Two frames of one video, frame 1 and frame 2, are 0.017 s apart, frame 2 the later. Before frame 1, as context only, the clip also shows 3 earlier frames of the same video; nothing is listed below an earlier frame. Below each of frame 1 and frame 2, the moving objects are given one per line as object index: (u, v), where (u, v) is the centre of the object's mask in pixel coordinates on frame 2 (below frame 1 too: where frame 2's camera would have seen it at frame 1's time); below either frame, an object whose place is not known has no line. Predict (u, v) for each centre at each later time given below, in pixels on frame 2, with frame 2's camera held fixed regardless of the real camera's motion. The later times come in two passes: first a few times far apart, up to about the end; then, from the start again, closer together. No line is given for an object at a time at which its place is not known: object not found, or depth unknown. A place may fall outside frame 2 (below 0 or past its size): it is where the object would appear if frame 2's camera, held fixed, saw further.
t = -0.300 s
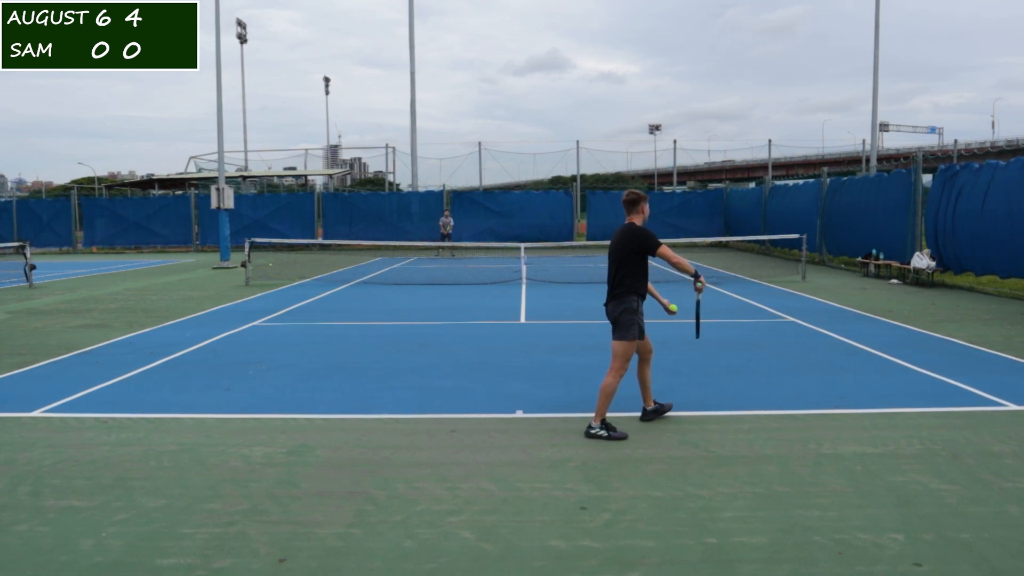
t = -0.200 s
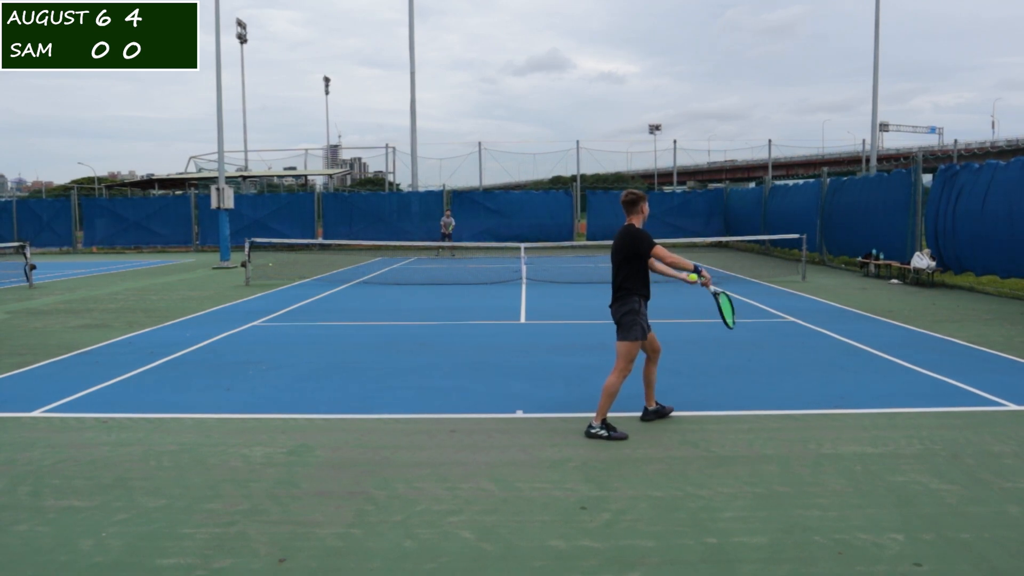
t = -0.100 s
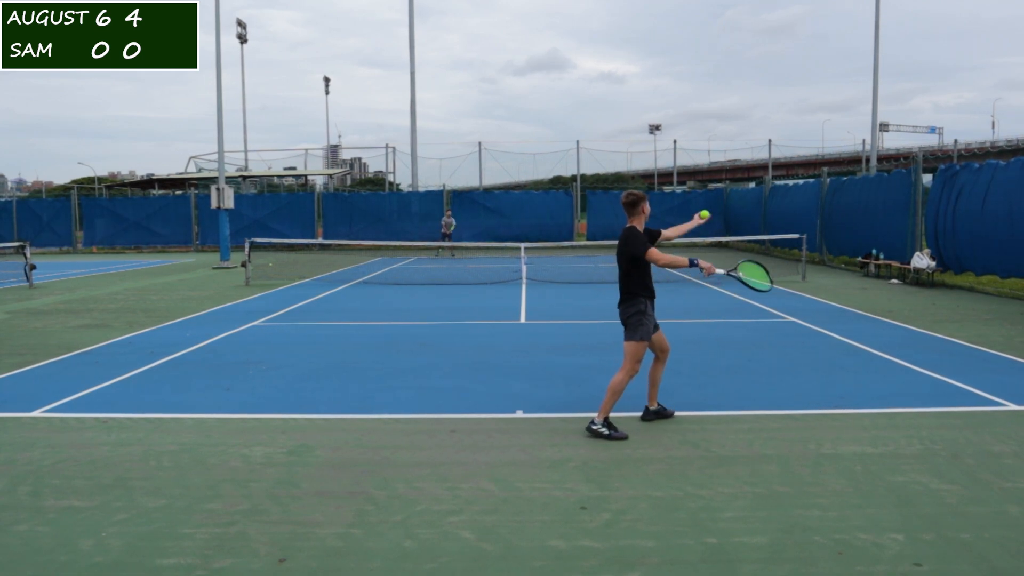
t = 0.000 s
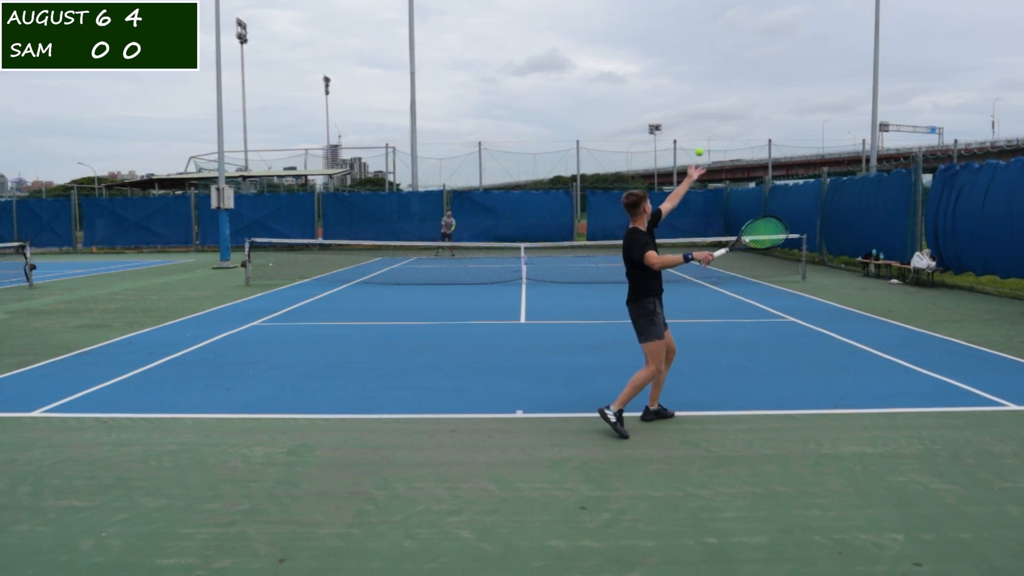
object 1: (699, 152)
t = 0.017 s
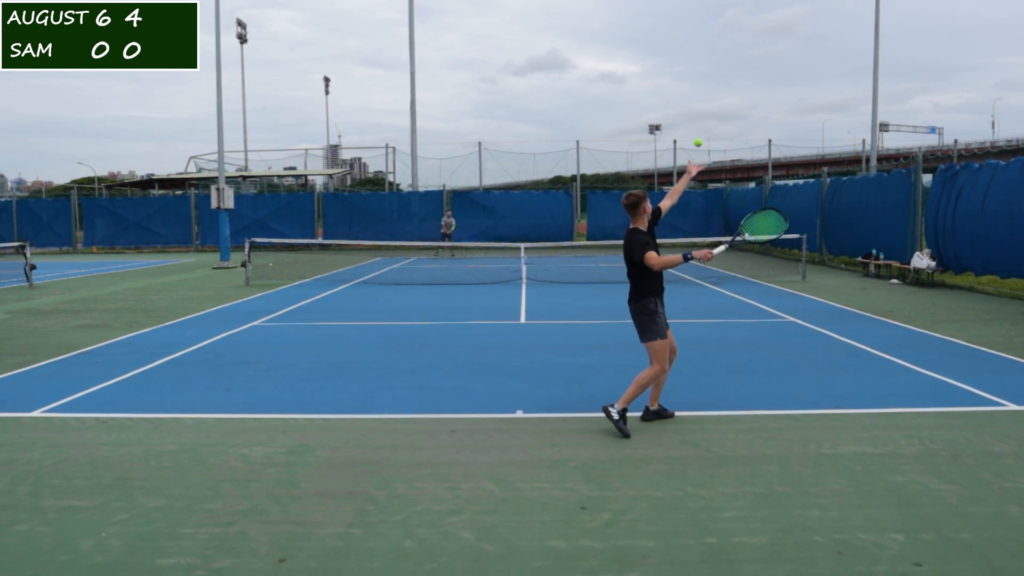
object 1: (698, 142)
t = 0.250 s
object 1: (682, 47)
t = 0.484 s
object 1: (665, 20)
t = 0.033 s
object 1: (697, 133)
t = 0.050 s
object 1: (696, 125)
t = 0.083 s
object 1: (694, 108)
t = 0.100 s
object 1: (692, 101)
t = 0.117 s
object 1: (692, 94)
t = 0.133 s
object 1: (690, 87)
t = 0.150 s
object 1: (689, 80)
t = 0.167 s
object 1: (688, 74)
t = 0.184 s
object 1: (687, 68)
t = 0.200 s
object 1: (686, 62)
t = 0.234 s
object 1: (684, 52)
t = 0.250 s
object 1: (682, 47)
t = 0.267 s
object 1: (681, 43)
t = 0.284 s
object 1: (680, 39)
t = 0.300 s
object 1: (679, 35)
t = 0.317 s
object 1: (678, 32)
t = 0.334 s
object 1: (677, 29)
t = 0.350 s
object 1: (675, 27)
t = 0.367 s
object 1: (674, 25)
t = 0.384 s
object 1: (673, 23)
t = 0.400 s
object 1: (672, 22)
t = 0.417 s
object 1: (670, 21)
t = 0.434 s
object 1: (669, 20)
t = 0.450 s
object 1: (668, 20)
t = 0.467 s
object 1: (667, 20)
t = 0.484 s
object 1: (665, 20)
